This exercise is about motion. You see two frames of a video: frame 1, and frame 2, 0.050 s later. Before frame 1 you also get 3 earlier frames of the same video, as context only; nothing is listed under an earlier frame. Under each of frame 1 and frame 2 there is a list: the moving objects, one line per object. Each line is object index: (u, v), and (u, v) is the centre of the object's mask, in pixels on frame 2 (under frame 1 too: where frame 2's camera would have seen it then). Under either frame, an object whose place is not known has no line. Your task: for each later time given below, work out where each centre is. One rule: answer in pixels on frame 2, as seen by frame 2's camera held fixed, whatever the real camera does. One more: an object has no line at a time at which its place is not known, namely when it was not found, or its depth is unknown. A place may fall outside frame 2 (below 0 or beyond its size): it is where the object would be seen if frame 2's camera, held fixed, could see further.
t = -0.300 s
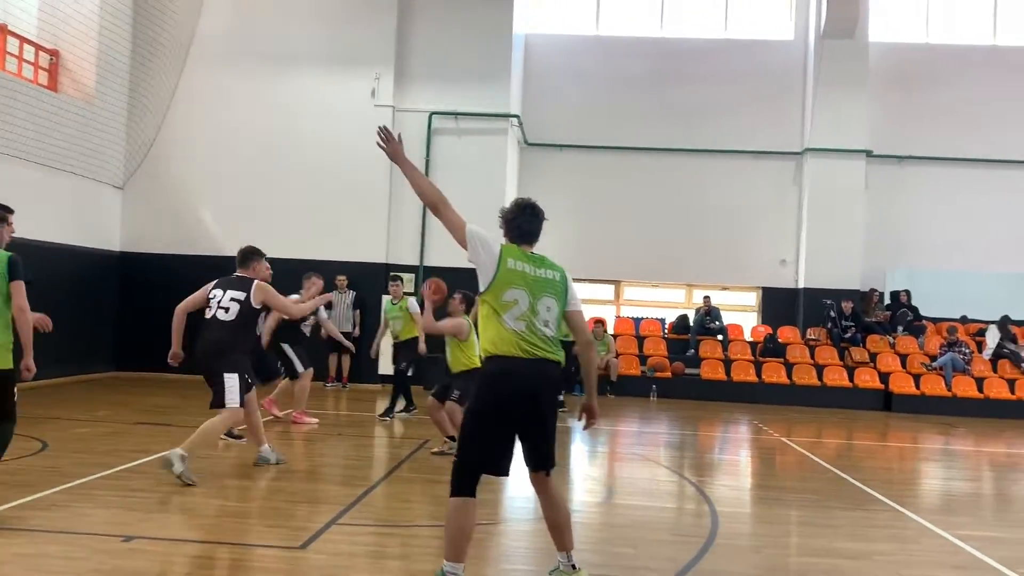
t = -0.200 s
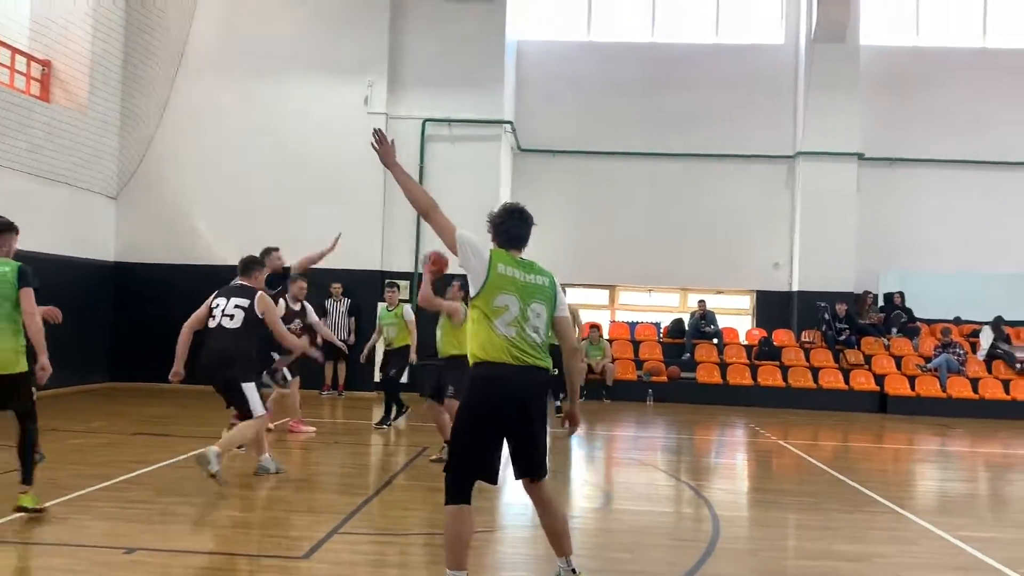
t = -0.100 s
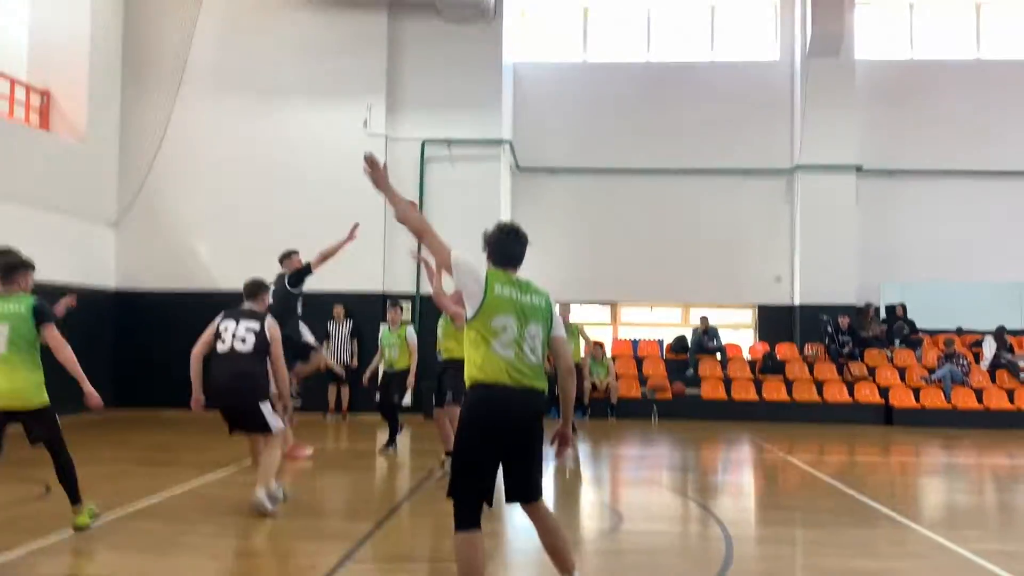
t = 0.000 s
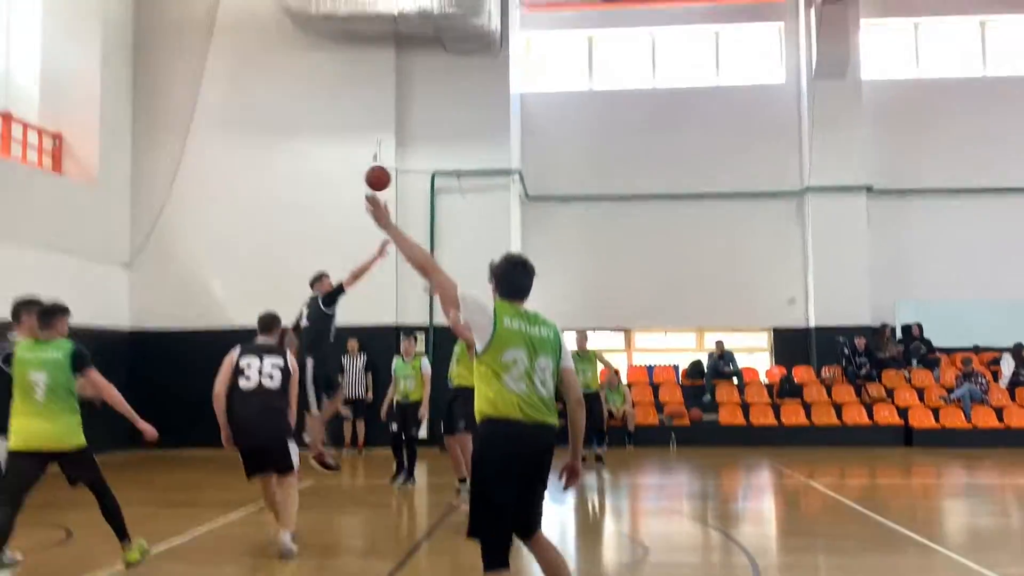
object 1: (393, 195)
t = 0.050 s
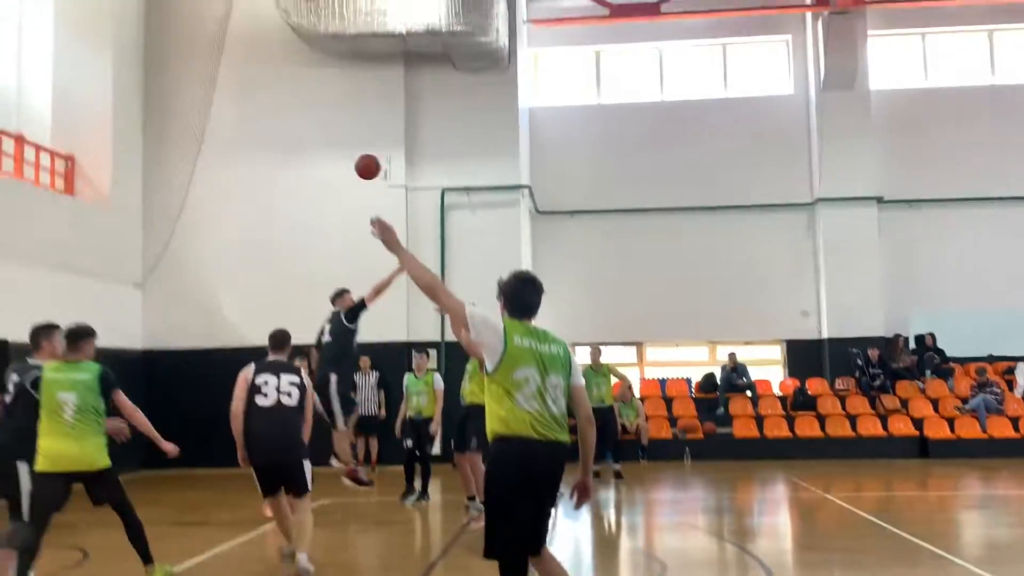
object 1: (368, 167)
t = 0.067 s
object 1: (360, 157)
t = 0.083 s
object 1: (352, 147)
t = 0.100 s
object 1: (345, 140)
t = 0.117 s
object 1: (338, 131)
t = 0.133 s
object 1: (334, 124)
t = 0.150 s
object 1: (327, 117)
